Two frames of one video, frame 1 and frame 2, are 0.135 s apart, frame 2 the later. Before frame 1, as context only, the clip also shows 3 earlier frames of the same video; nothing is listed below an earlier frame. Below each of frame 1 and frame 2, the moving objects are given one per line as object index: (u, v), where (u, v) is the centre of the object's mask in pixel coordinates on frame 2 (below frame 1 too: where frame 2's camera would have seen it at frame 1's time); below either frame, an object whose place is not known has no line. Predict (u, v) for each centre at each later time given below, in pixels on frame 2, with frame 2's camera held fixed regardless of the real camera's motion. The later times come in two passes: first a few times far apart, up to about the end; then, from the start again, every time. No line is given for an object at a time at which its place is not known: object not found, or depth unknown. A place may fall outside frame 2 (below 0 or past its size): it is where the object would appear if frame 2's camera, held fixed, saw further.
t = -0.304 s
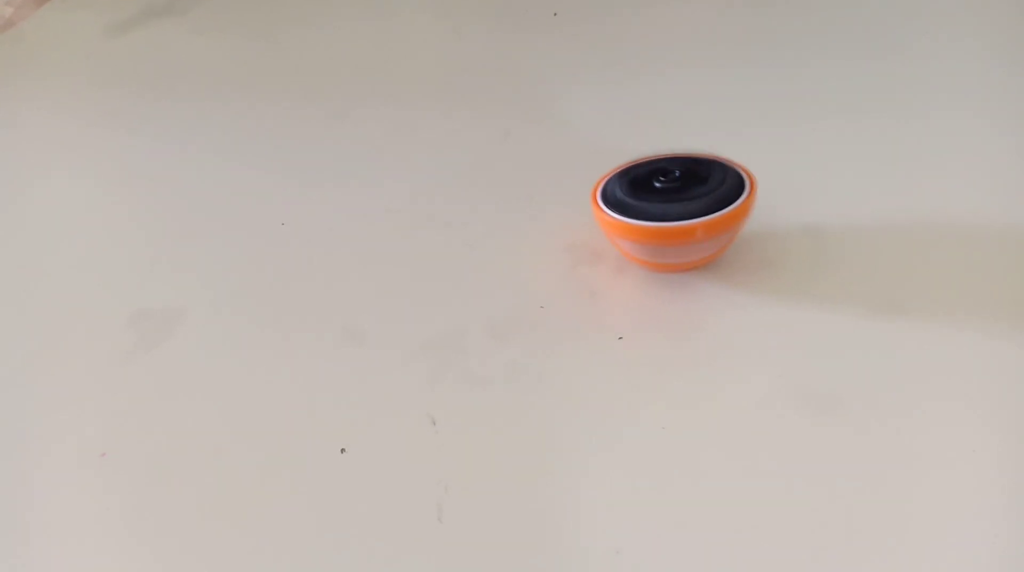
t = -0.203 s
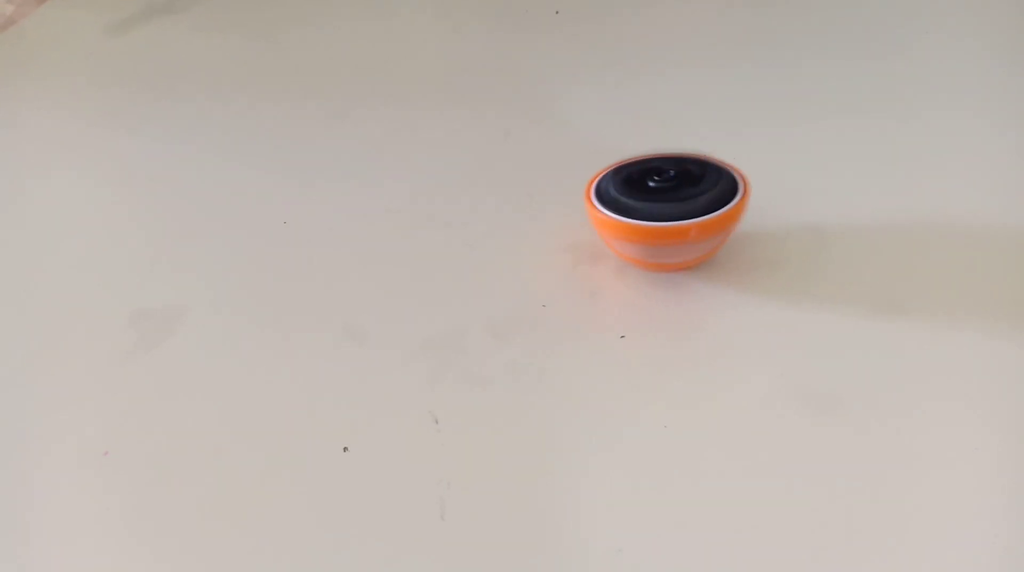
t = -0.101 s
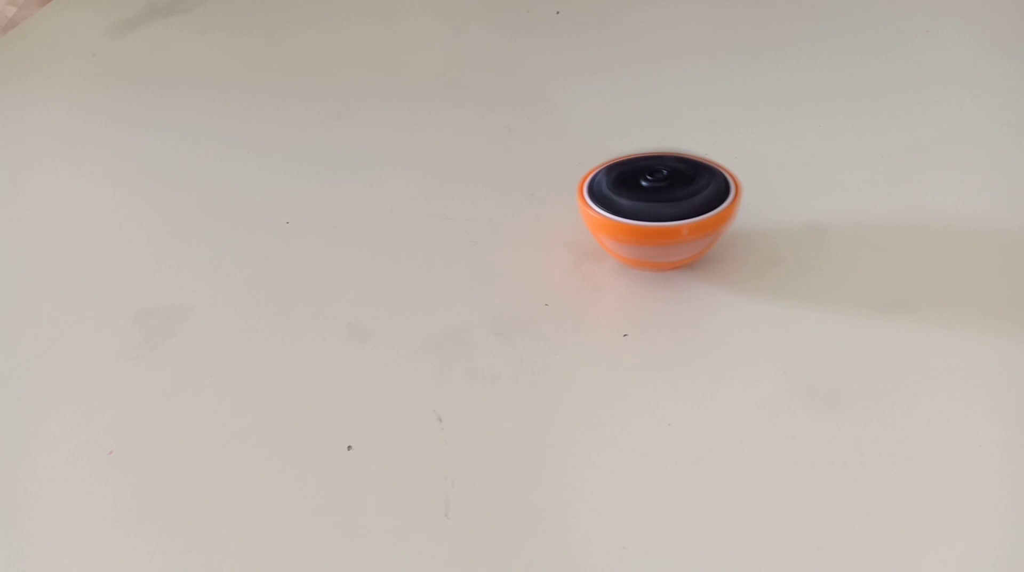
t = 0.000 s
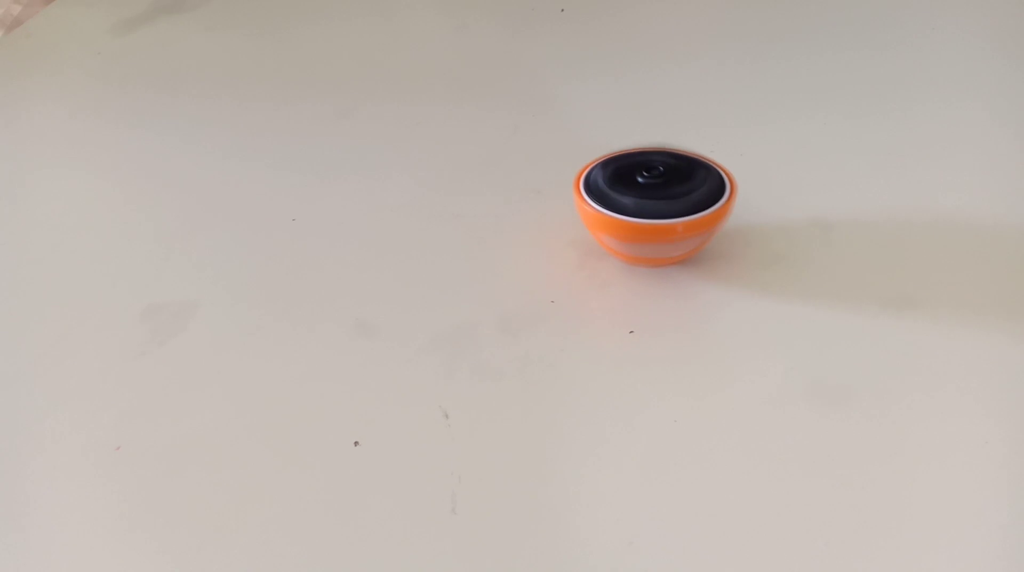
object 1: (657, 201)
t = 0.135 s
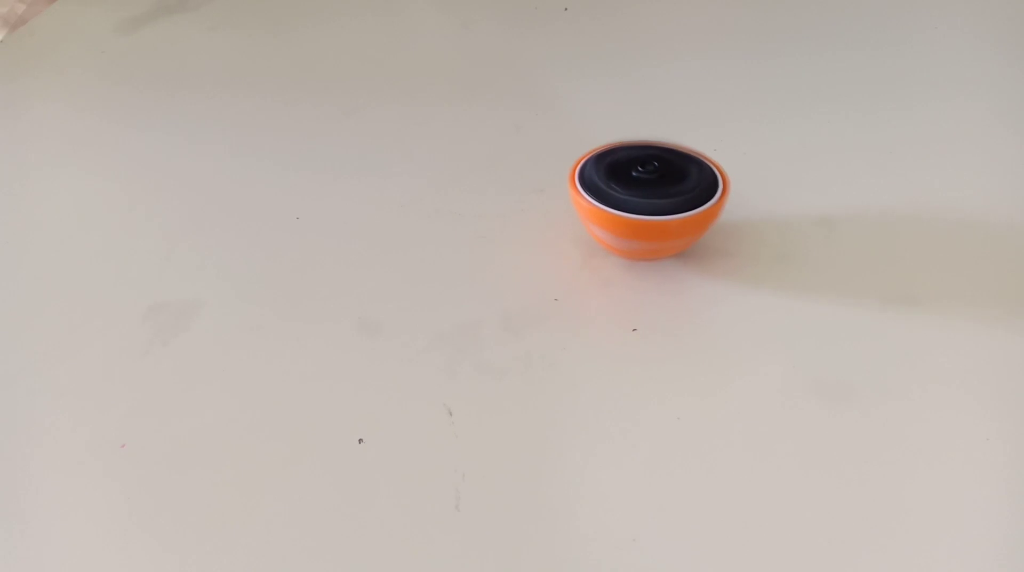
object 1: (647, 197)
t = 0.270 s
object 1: (639, 189)
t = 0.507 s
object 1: (639, 179)
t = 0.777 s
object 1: (653, 168)
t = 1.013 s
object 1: (667, 166)
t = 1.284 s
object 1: (696, 167)
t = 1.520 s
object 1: (714, 184)
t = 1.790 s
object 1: (727, 204)
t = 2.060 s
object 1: (717, 221)
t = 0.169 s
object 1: (645, 196)
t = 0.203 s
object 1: (643, 195)
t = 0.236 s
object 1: (641, 193)
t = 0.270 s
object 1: (639, 189)
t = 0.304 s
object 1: (638, 186)
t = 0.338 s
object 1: (637, 185)
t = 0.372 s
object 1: (636, 183)
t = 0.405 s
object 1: (636, 182)
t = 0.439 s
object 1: (636, 181)
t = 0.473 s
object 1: (637, 180)
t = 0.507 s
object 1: (639, 179)
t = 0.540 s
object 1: (640, 175)
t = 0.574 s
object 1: (641, 173)
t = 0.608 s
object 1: (643, 171)
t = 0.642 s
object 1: (644, 169)
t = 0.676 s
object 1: (647, 167)
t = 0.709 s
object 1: (648, 167)
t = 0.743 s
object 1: (650, 168)
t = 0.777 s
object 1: (653, 168)
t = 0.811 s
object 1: (655, 167)
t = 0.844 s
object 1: (656, 167)
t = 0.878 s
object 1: (659, 166)
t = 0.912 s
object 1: (660, 166)
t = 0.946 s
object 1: (661, 167)
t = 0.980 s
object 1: (663, 167)
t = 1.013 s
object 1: (667, 166)
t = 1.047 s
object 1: (670, 164)
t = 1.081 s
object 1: (672, 165)
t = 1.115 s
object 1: (676, 166)
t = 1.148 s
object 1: (680, 166)
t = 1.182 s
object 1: (684, 167)
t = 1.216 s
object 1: (689, 167)
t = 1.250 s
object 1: (692, 167)
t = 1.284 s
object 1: (696, 167)
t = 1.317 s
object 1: (698, 169)
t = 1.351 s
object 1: (700, 172)
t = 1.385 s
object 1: (701, 175)
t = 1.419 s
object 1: (704, 177)
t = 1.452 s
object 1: (707, 179)
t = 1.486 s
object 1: (711, 181)
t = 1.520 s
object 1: (714, 184)
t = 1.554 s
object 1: (716, 188)
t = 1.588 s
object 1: (719, 191)
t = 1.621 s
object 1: (721, 192)
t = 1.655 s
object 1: (723, 196)
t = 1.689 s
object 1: (725, 198)
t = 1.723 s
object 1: (726, 199)
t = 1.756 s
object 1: (726, 202)
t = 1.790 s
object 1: (727, 204)
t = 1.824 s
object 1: (729, 205)
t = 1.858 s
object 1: (726, 206)
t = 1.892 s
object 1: (725, 208)
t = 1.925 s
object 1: (724, 210)
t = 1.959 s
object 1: (723, 213)
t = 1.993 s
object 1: (722, 215)
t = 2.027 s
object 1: (720, 216)
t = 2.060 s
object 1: (717, 221)
